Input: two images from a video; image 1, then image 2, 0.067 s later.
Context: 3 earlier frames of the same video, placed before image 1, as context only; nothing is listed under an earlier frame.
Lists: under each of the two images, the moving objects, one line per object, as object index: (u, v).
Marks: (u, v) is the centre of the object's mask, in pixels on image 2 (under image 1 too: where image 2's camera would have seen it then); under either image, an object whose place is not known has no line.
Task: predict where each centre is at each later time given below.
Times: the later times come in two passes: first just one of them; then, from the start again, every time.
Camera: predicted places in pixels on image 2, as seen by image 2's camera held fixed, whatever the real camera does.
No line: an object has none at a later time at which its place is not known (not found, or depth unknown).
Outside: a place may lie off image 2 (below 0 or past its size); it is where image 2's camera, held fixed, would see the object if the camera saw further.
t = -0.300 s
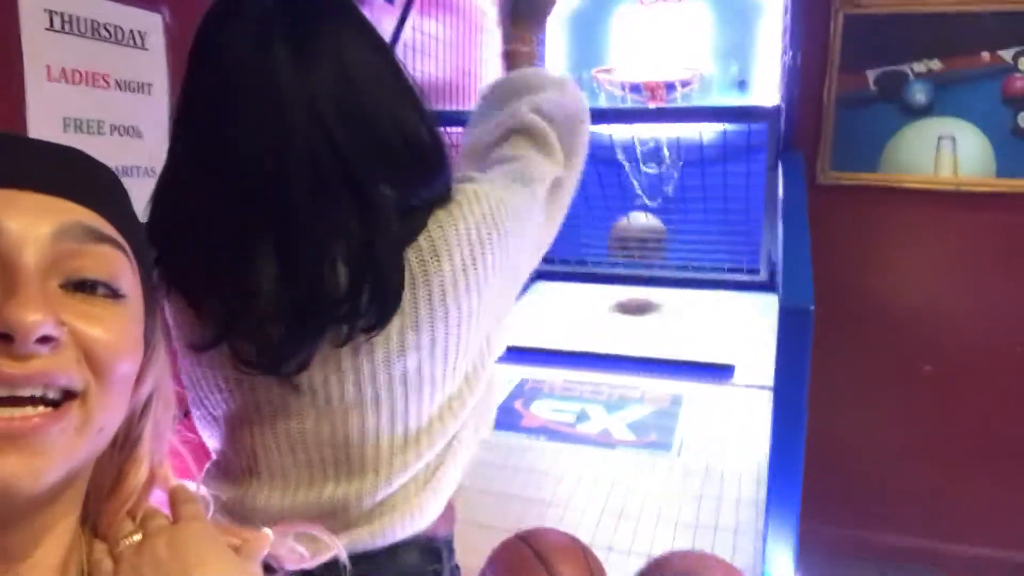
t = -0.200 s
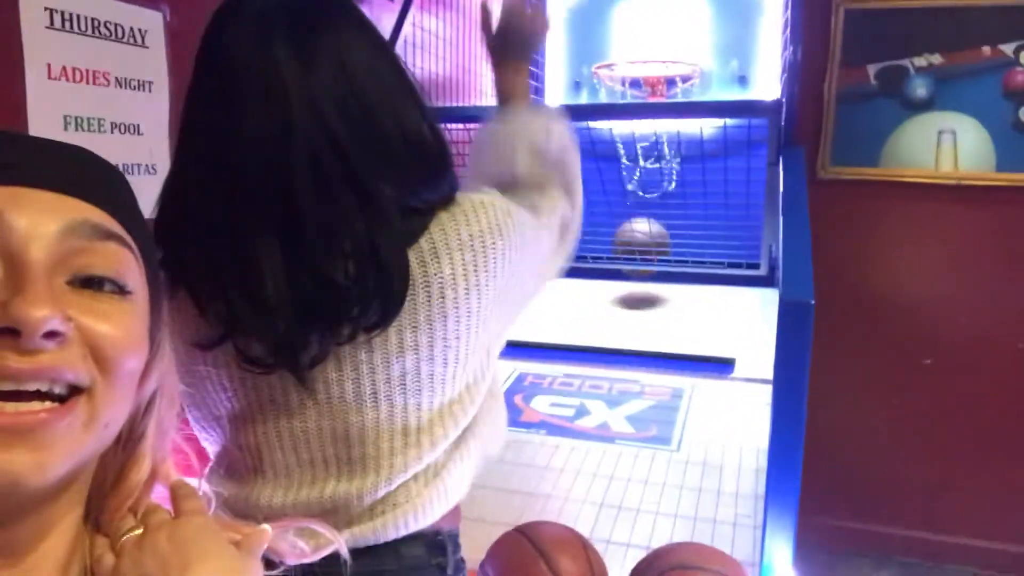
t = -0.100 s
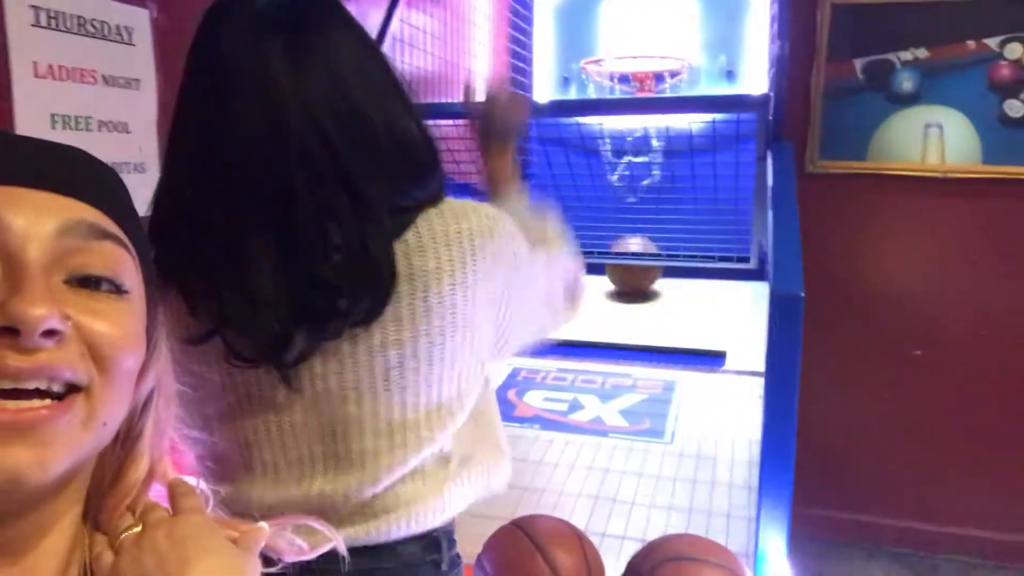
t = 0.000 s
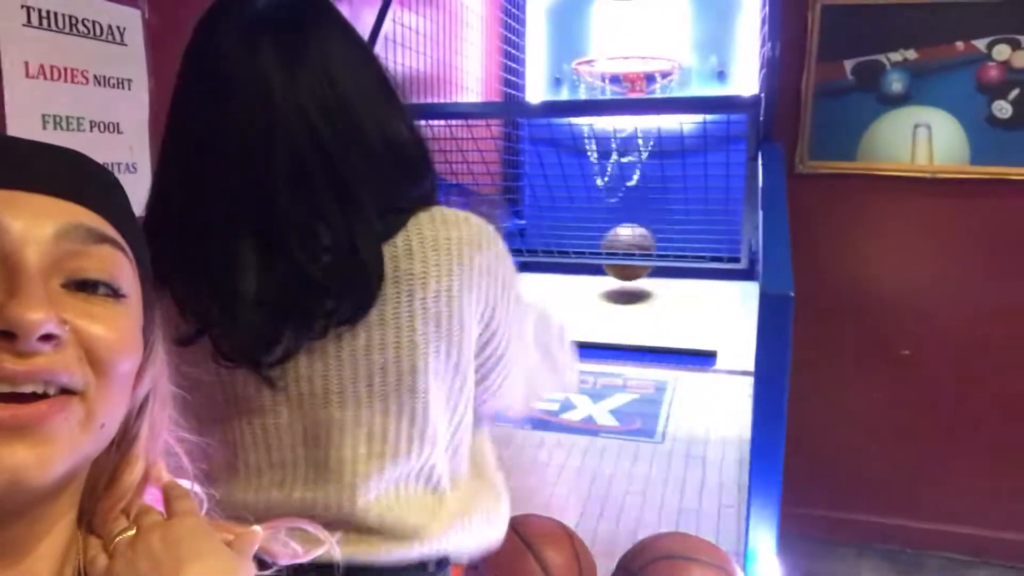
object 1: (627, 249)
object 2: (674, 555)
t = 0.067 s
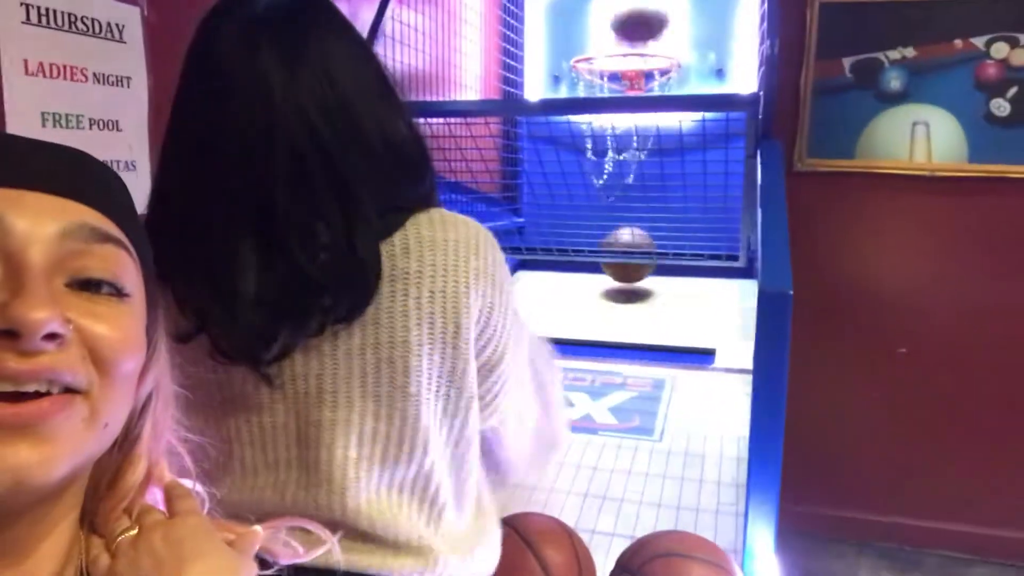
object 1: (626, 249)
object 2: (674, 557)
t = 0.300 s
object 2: (675, 557)
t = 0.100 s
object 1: (629, 269)
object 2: (674, 558)
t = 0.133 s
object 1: (629, 272)
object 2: (675, 559)
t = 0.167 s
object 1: (630, 265)
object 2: (674, 559)
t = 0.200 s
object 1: (631, 264)
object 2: (675, 559)
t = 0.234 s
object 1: (631, 265)
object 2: (675, 559)
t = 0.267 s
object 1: (632, 273)
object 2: (675, 558)
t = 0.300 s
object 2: (675, 557)
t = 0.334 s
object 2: (674, 555)
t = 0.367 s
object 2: (674, 554)
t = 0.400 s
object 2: (674, 553)
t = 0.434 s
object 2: (674, 552)
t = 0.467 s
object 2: (674, 551)
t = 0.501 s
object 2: (674, 550)
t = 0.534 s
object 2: (674, 549)
